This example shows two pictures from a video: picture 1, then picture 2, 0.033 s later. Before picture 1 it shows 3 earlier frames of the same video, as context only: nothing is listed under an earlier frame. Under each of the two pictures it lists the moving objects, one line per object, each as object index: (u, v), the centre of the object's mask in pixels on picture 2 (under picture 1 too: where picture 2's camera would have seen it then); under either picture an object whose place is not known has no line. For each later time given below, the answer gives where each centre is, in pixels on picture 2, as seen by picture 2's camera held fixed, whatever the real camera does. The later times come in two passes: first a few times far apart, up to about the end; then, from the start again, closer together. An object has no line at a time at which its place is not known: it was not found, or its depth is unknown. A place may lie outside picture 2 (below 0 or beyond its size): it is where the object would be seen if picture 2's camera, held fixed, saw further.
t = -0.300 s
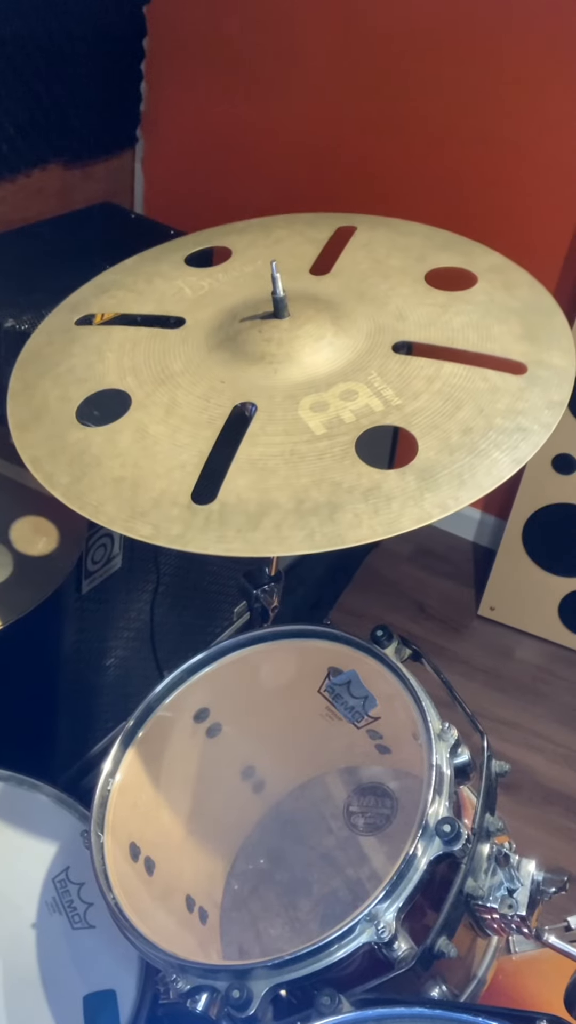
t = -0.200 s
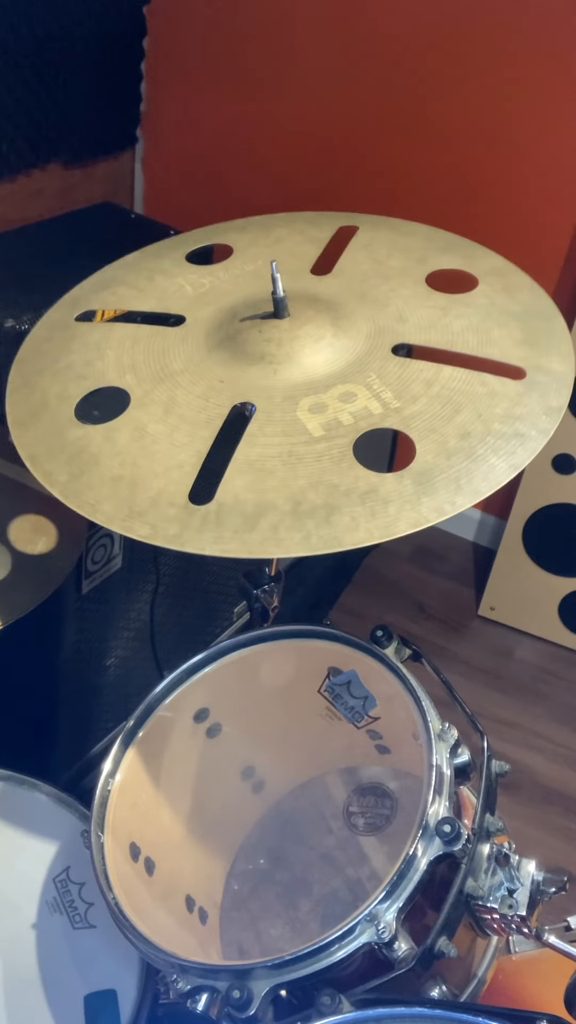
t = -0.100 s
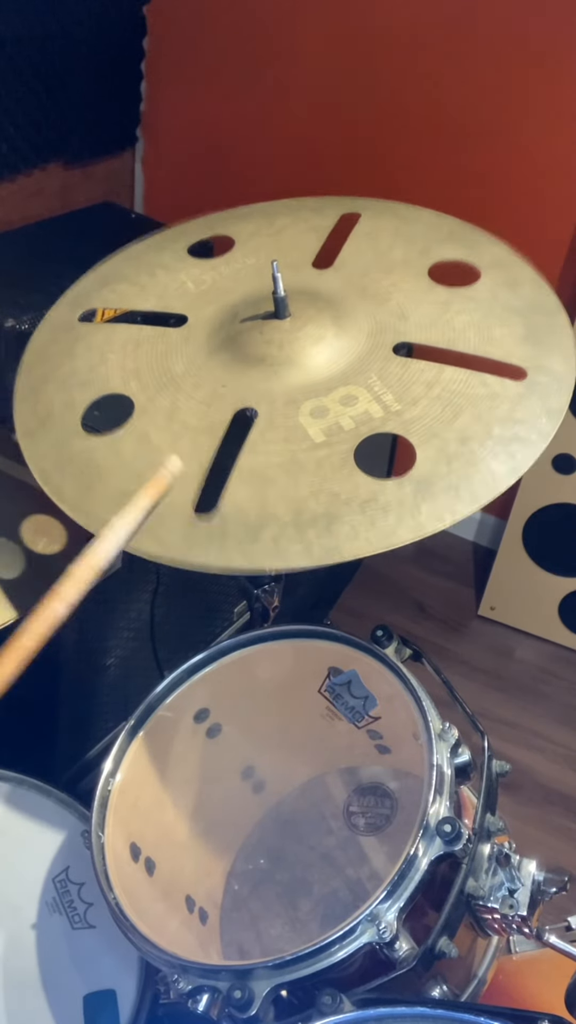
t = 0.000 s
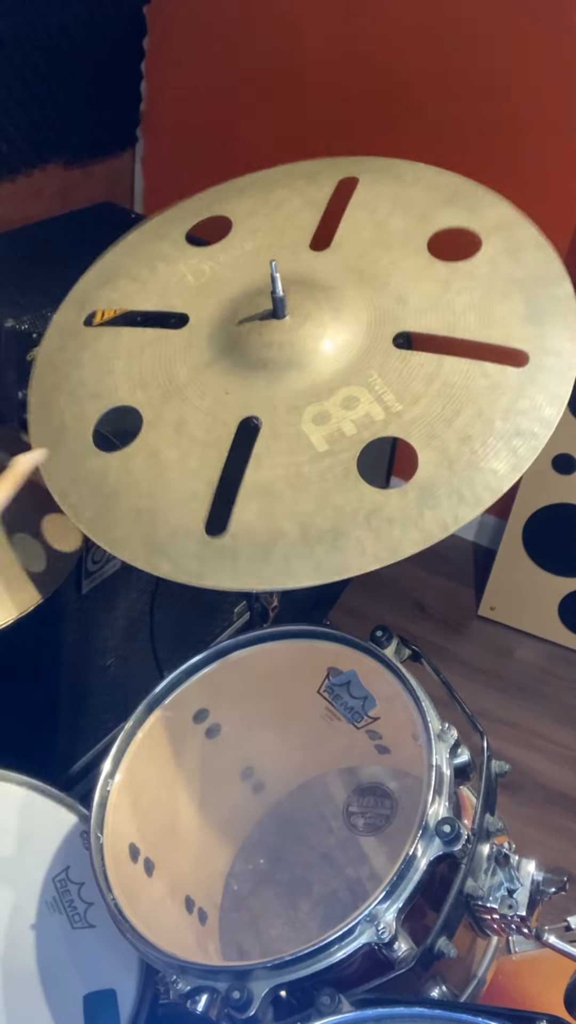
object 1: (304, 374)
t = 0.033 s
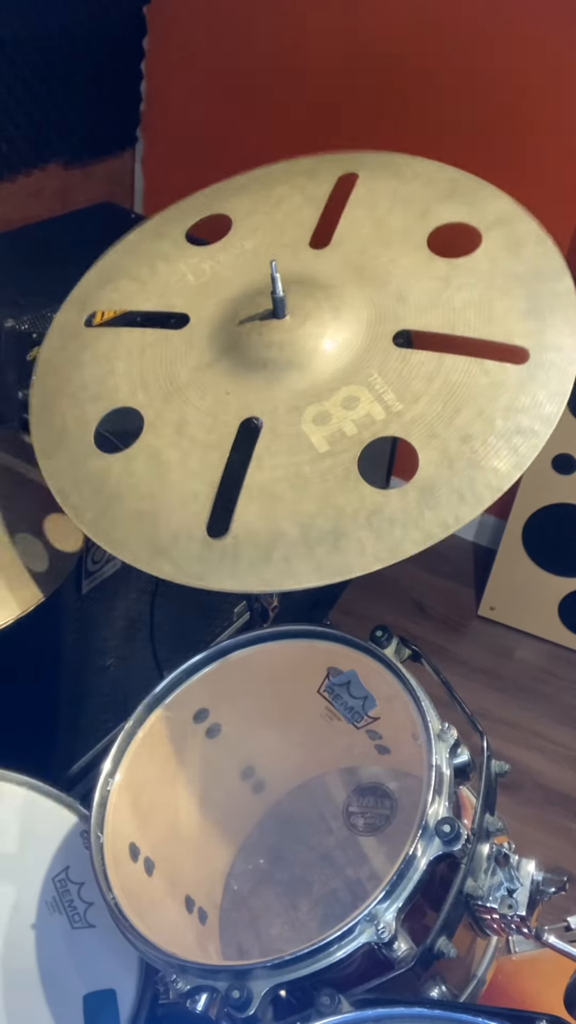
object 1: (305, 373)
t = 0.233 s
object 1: (293, 386)
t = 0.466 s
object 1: (277, 384)
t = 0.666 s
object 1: (285, 388)
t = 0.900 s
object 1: (304, 379)
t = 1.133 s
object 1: (287, 386)
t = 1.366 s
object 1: (280, 386)
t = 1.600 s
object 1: (298, 382)
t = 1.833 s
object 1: (296, 385)
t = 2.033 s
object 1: (284, 386)
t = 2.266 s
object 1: (283, 386)
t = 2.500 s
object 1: (296, 385)
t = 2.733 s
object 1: (295, 385)
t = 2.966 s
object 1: (290, 386)
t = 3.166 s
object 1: (290, 386)
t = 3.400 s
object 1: (294, 385)
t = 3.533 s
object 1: (296, 385)
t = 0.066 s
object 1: (306, 373)
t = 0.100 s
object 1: (305, 375)
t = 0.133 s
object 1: (303, 377)
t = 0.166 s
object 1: (299, 380)
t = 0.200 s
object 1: (296, 384)
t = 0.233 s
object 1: (293, 386)
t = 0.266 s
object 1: (289, 386)
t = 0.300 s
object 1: (286, 386)
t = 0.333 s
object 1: (282, 385)
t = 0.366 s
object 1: (280, 385)
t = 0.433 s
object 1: (278, 384)
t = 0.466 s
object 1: (277, 384)
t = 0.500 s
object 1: (276, 384)
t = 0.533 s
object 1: (276, 385)
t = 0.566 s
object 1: (276, 386)
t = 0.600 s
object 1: (278, 387)
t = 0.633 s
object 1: (281, 388)
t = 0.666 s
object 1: (285, 388)
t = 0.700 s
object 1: (289, 386)
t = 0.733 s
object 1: (293, 384)
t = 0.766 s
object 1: (297, 382)
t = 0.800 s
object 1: (300, 380)
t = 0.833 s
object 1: (302, 379)
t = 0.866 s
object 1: (304, 378)
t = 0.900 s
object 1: (304, 379)
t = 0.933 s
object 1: (304, 381)
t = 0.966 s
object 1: (302, 382)
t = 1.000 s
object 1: (299, 384)
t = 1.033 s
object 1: (297, 385)
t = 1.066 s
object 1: (294, 386)
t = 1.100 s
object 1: (291, 386)
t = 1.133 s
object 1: (287, 386)
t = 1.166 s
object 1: (285, 386)
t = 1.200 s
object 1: (283, 386)
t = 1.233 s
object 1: (281, 385)
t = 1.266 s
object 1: (279, 385)
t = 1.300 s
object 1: (278, 386)
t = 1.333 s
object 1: (278, 386)
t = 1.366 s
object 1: (280, 386)
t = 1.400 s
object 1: (282, 386)
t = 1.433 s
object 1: (284, 386)
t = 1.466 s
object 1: (287, 386)
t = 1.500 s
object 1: (290, 385)
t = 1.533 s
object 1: (292, 384)
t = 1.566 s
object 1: (295, 383)
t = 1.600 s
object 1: (298, 382)
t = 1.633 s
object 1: (300, 382)
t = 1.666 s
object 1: (301, 383)
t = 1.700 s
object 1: (301, 383)
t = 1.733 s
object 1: (300, 383)
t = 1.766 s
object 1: (300, 384)
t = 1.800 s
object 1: (298, 384)
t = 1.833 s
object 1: (296, 385)
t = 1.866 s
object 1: (294, 385)
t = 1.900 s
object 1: (291, 386)
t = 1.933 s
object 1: (290, 386)
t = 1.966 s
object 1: (288, 386)
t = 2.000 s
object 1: (286, 386)
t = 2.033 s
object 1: (284, 386)
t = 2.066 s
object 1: (282, 386)
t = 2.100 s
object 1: (282, 386)
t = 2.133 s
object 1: (281, 386)
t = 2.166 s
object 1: (281, 387)
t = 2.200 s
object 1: (281, 387)
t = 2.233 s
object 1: (282, 387)
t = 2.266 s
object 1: (283, 386)
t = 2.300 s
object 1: (285, 386)
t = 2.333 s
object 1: (287, 385)
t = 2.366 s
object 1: (288, 385)
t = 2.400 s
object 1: (290, 385)
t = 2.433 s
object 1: (292, 385)
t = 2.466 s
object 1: (294, 385)
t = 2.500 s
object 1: (296, 385)
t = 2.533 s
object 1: (297, 385)
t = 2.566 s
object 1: (297, 385)
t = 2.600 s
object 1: (298, 385)
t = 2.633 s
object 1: (297, 385)
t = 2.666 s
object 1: (297, 385)
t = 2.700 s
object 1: (296, 385)
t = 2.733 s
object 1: (295, 385)
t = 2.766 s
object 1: (294, 386)
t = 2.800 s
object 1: (293, 386)
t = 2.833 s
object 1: (292, 387)
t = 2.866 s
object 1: (292, 386)
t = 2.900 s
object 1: (291, 386)
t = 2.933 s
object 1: (290, 386)
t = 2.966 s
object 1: (290, 386)
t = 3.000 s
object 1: (290, 386)
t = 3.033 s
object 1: (290, 386)
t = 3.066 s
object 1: (289, 386)
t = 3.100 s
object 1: (289, 386)
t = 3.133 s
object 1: (290, 386)
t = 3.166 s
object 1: (290, 386)
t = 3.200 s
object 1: (291, 386)
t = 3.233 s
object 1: (292, 386)
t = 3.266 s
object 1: (292, 386)
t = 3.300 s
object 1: (293, 386)
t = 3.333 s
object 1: (293, 385)
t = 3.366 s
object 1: (294, 385)
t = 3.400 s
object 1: (294, 385)
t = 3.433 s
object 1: (295, 385)
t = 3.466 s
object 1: (296, 385)
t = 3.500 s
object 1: (296, 385)
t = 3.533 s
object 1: (296, 385)
